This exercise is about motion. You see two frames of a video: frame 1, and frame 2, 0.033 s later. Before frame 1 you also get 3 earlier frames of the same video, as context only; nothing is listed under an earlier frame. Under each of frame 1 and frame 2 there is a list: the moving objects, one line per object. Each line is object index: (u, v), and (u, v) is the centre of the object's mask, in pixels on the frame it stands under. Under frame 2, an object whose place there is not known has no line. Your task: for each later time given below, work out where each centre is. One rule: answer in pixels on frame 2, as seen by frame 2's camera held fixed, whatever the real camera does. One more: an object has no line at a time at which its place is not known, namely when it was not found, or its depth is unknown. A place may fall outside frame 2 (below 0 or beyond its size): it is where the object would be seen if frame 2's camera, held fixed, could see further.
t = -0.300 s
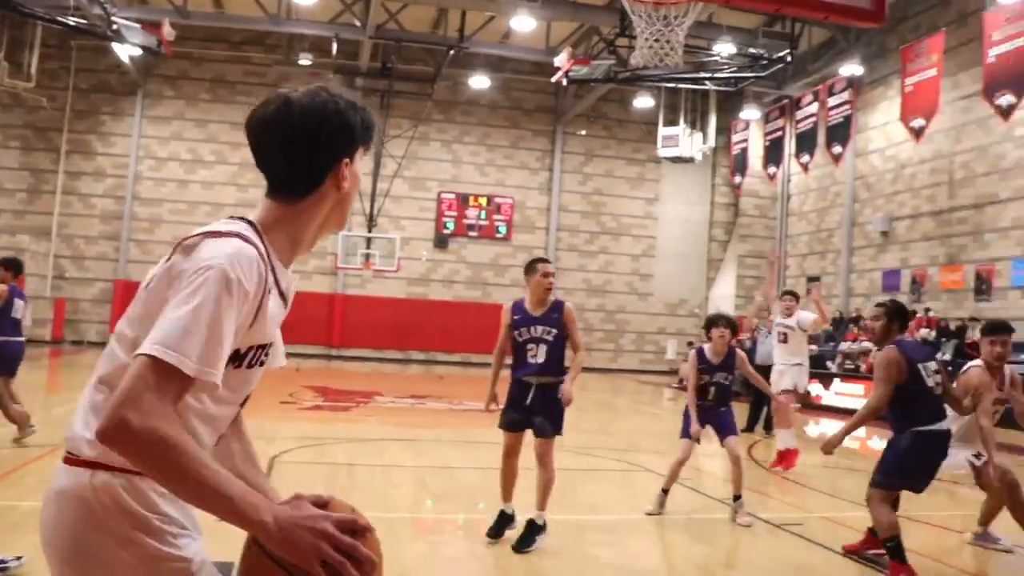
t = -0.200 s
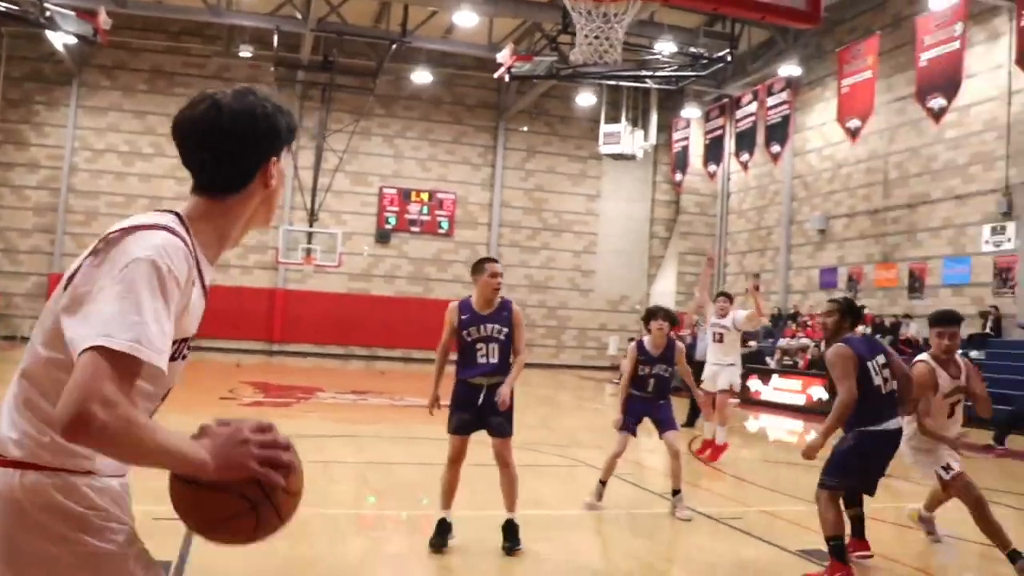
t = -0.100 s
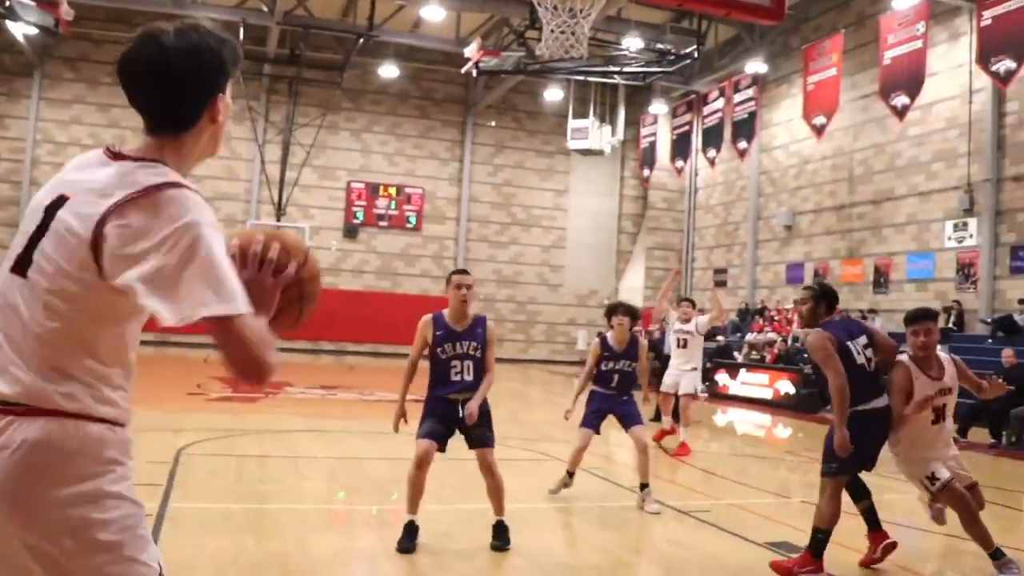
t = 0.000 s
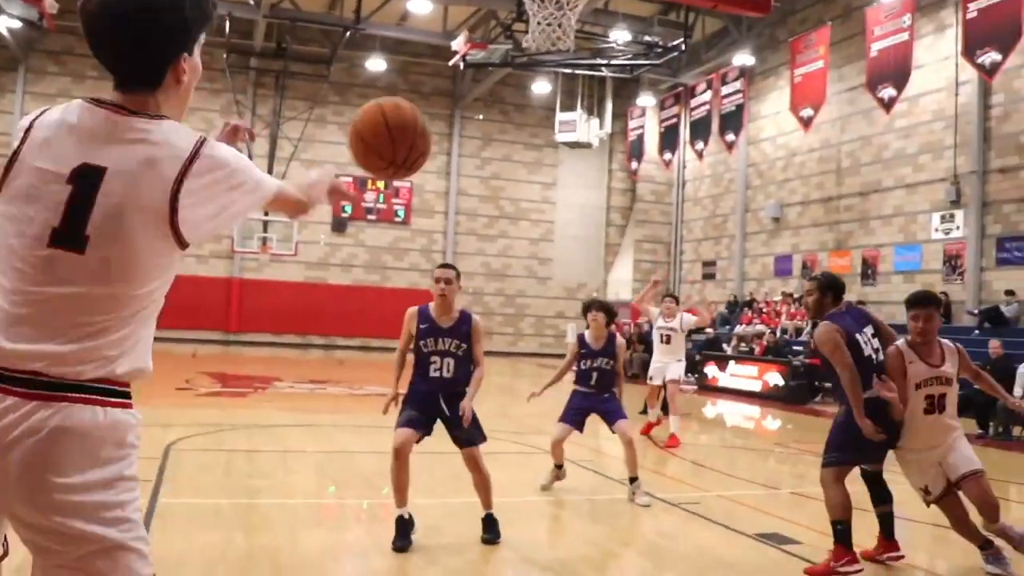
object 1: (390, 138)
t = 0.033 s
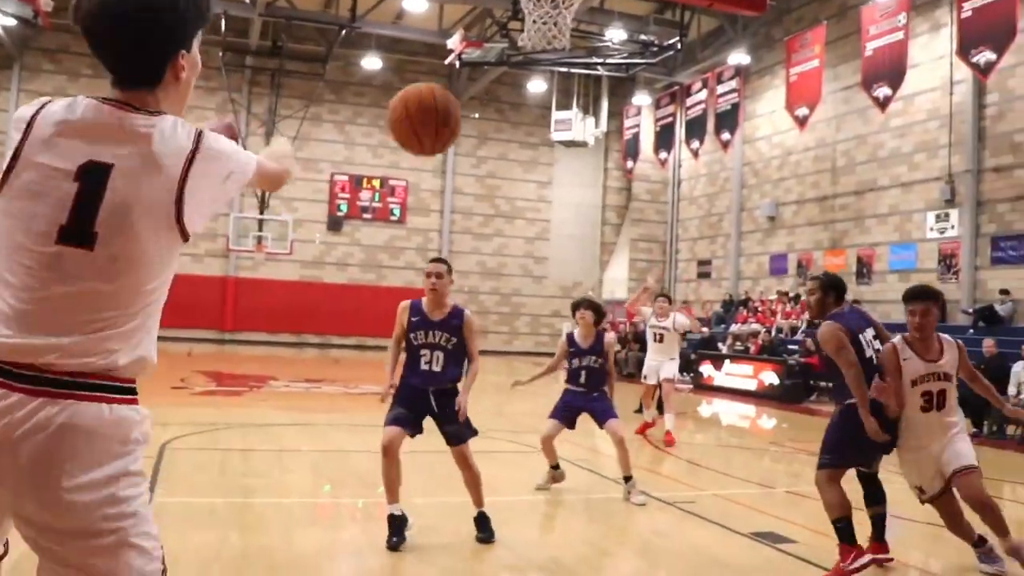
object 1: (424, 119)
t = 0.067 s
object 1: (458, 109)
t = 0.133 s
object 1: (501, 98)
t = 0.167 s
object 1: (522, 98)
